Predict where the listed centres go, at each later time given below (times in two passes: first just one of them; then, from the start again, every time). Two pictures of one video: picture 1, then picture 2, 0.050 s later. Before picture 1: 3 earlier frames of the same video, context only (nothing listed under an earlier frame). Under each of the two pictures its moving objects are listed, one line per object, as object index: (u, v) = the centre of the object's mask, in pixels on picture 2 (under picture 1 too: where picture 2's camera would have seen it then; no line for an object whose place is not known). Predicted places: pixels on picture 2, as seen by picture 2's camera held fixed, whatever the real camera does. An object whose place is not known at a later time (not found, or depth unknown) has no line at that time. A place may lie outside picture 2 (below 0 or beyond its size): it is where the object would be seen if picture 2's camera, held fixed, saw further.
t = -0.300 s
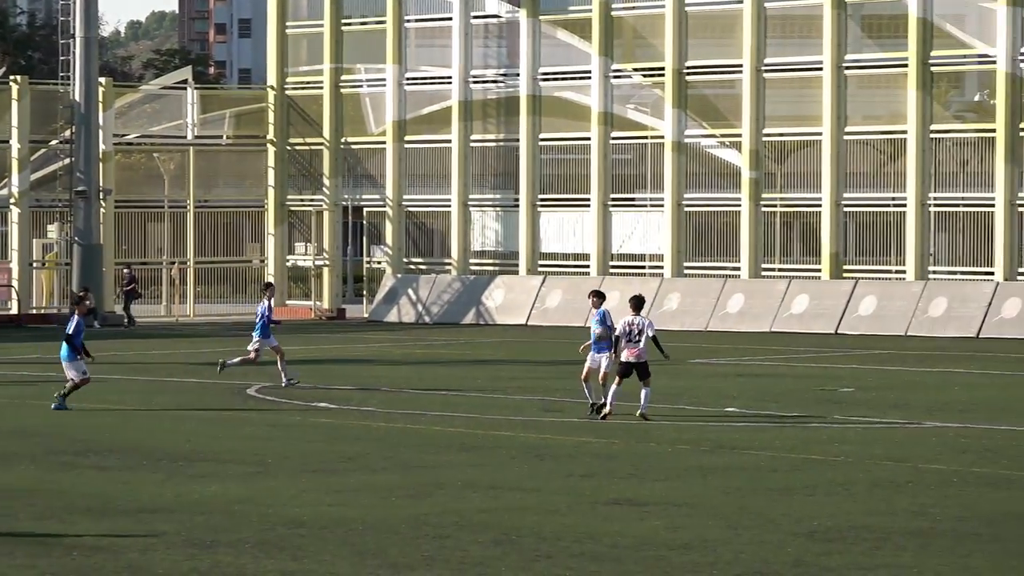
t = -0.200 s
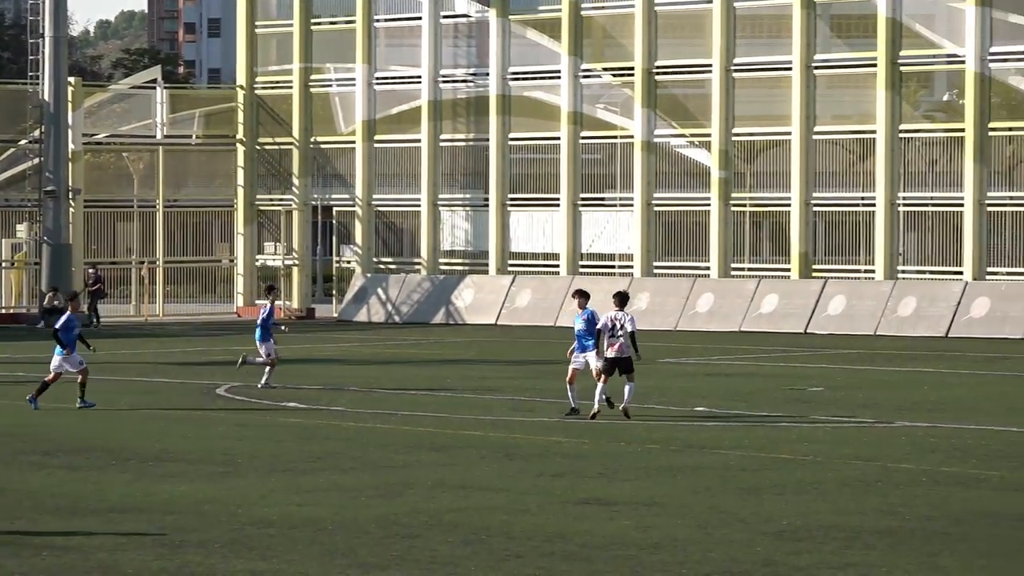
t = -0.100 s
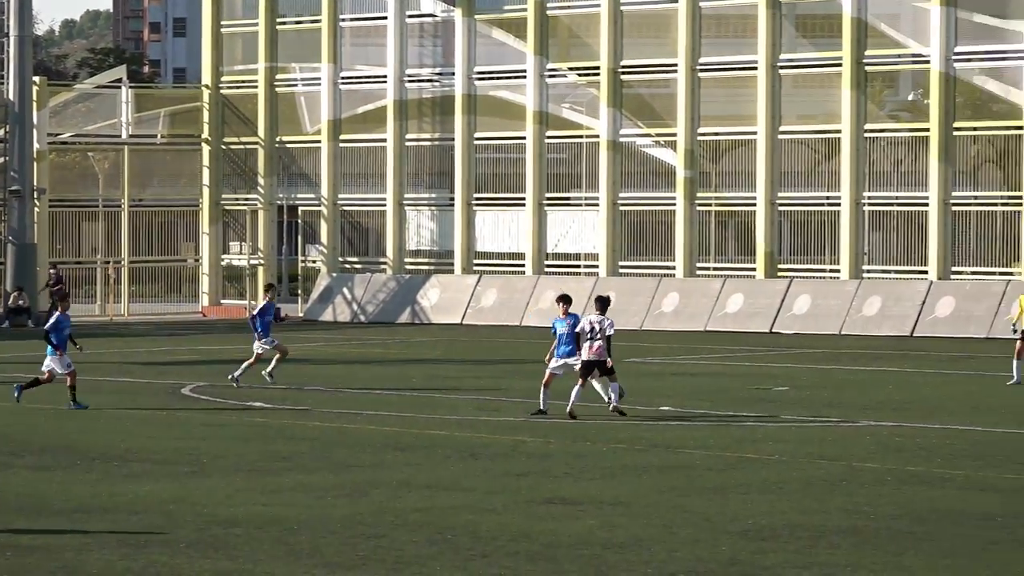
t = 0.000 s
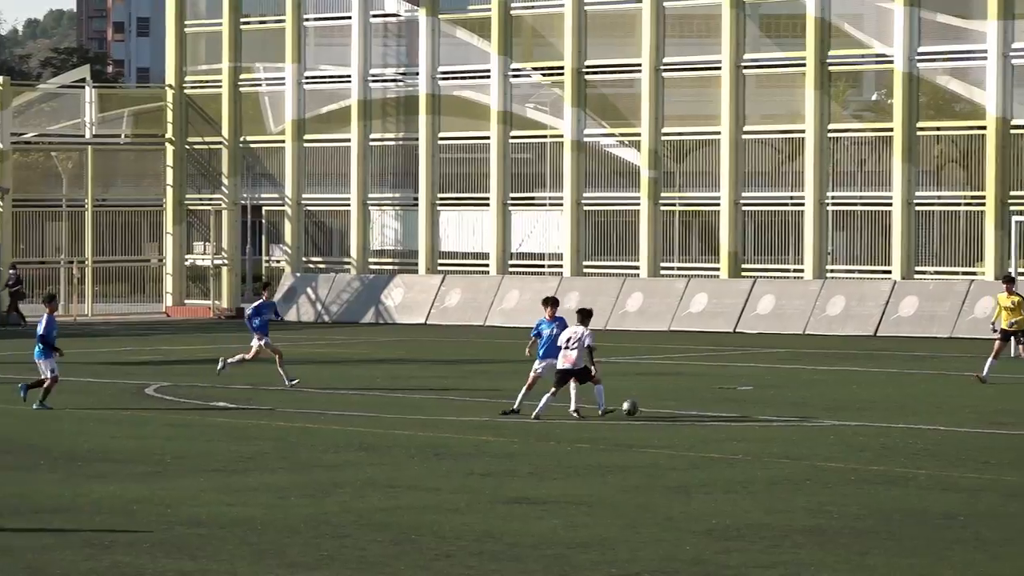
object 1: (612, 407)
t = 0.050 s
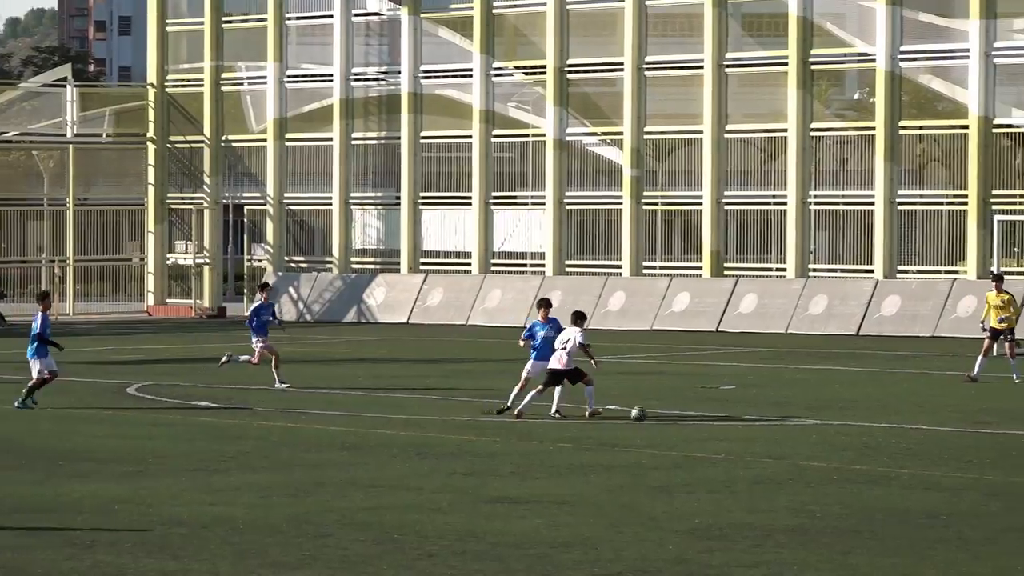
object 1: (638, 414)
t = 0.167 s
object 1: (698, 410)
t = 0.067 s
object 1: (647, 413)
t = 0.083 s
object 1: (655, 412)
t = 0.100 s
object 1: (664, 410)
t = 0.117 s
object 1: (673, 410)
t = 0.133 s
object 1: (681, 409)
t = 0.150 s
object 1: (690, 409)
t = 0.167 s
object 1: (698, 410)
